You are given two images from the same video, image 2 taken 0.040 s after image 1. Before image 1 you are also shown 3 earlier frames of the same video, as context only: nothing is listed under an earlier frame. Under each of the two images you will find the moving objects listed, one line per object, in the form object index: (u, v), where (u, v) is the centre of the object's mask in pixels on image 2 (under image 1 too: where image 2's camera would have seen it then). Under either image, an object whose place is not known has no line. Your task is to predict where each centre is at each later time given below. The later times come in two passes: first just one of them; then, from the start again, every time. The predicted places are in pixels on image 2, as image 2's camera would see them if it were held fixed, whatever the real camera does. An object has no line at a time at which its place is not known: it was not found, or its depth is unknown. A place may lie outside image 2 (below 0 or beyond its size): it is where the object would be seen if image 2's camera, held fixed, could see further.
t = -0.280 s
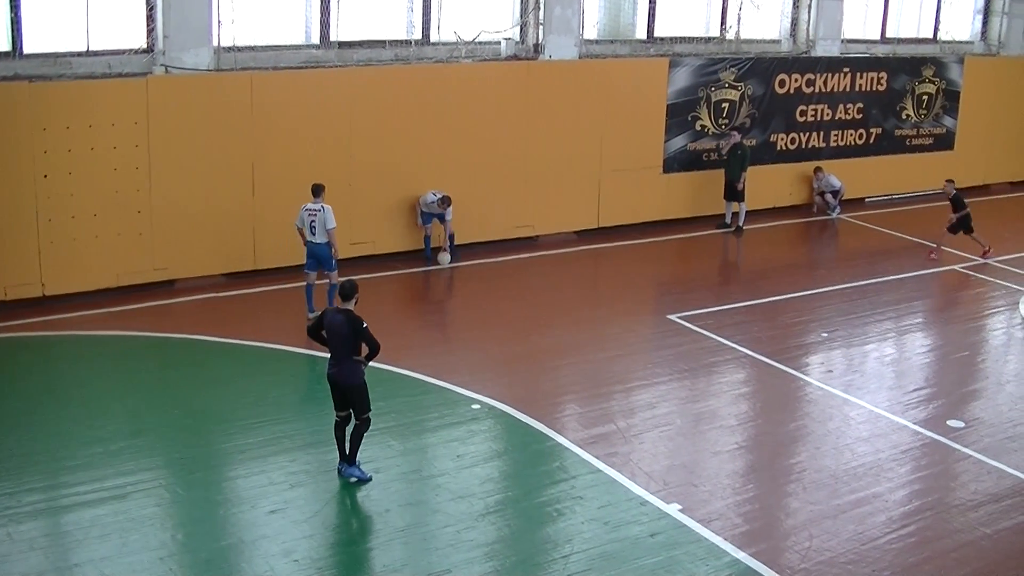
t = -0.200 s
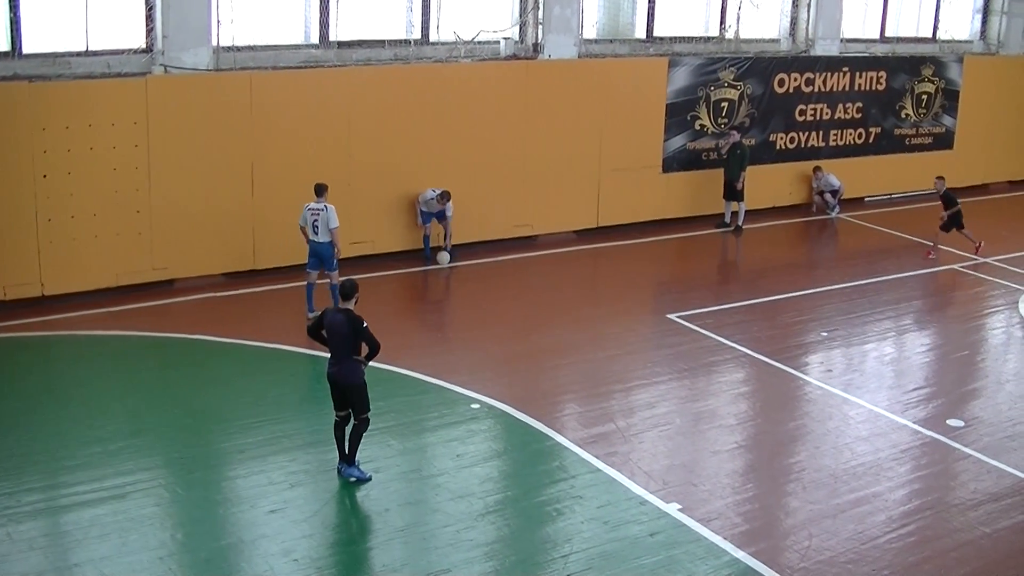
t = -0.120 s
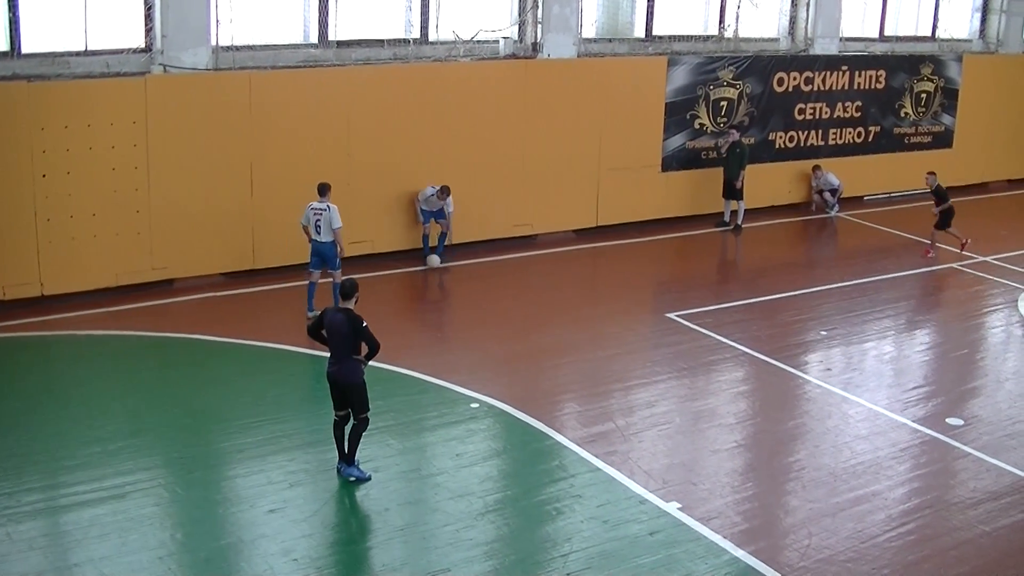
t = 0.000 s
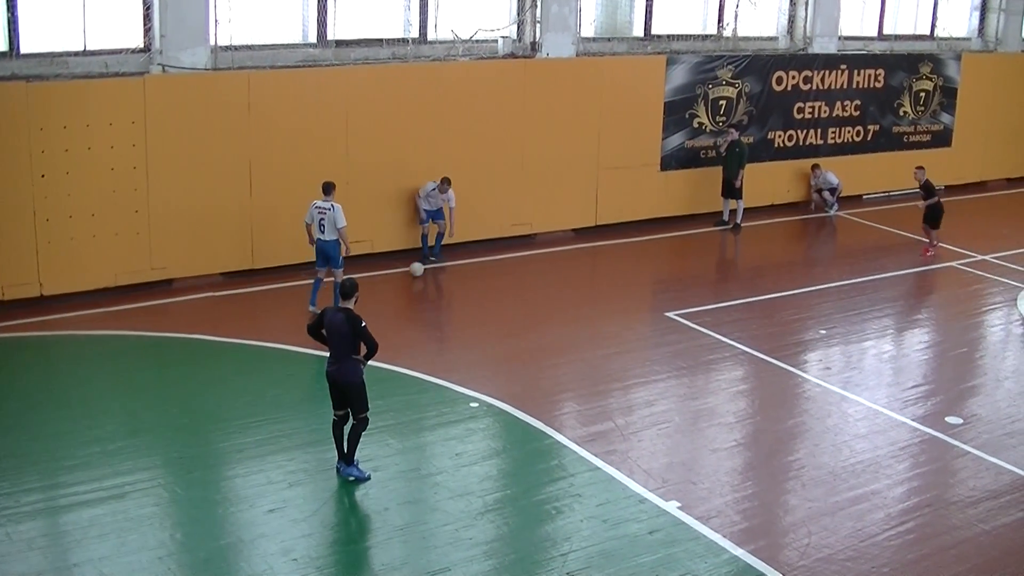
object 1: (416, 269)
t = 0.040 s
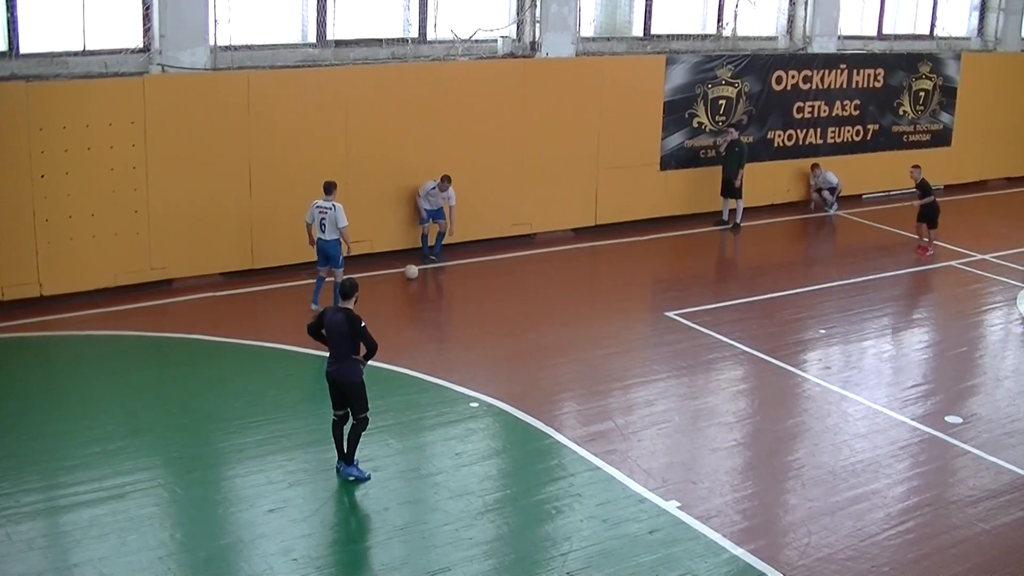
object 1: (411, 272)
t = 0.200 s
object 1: (393, 281)
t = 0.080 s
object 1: (406, 274)
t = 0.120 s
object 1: (401, 276)
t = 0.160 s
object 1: (397, 279)
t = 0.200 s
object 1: (393, 281)
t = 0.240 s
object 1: (388, 284)
